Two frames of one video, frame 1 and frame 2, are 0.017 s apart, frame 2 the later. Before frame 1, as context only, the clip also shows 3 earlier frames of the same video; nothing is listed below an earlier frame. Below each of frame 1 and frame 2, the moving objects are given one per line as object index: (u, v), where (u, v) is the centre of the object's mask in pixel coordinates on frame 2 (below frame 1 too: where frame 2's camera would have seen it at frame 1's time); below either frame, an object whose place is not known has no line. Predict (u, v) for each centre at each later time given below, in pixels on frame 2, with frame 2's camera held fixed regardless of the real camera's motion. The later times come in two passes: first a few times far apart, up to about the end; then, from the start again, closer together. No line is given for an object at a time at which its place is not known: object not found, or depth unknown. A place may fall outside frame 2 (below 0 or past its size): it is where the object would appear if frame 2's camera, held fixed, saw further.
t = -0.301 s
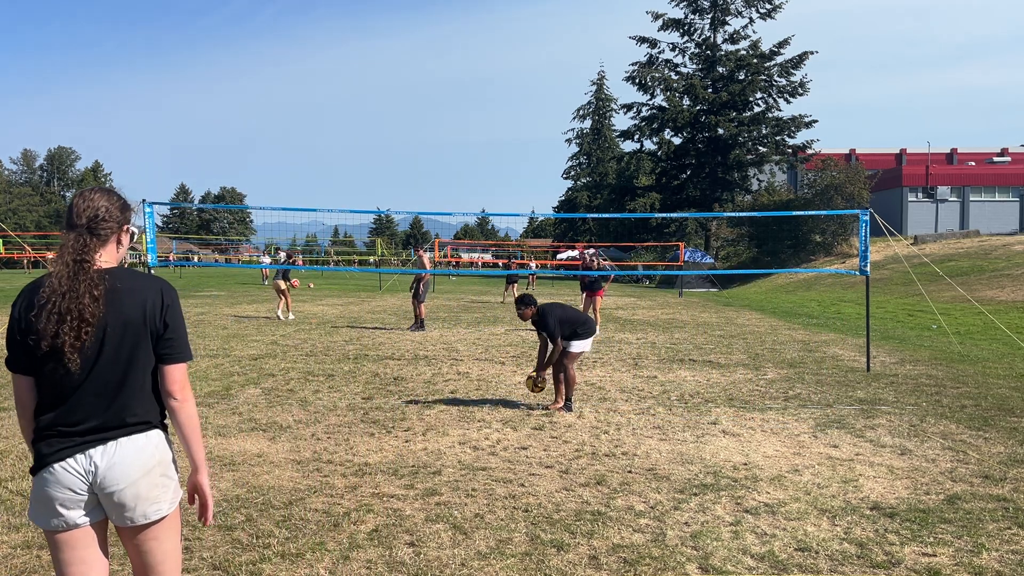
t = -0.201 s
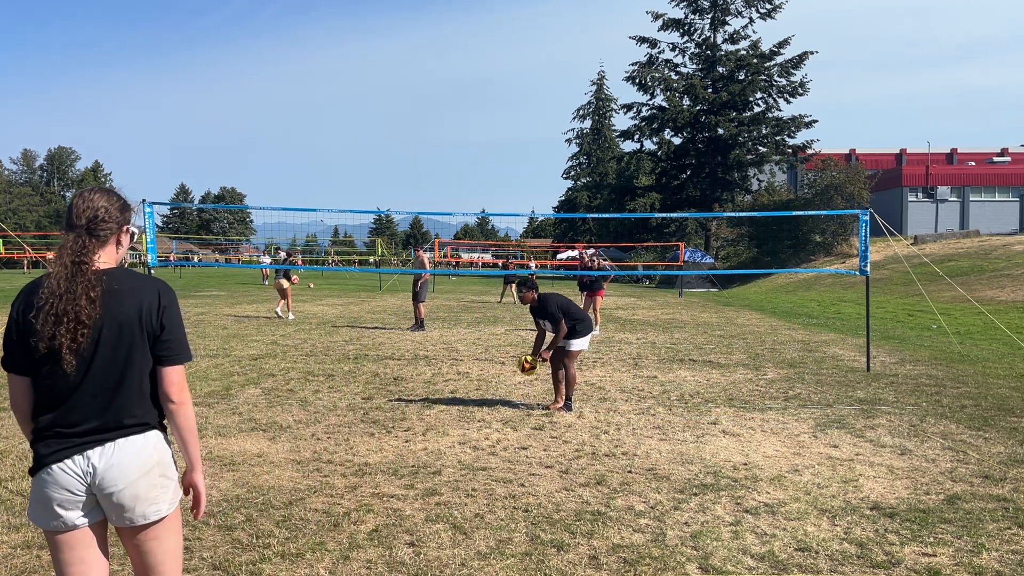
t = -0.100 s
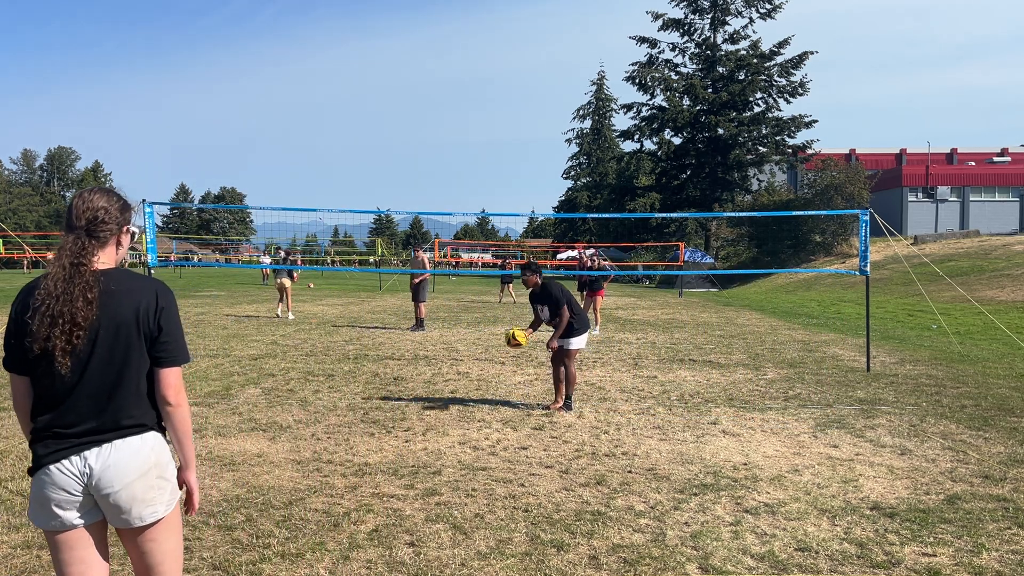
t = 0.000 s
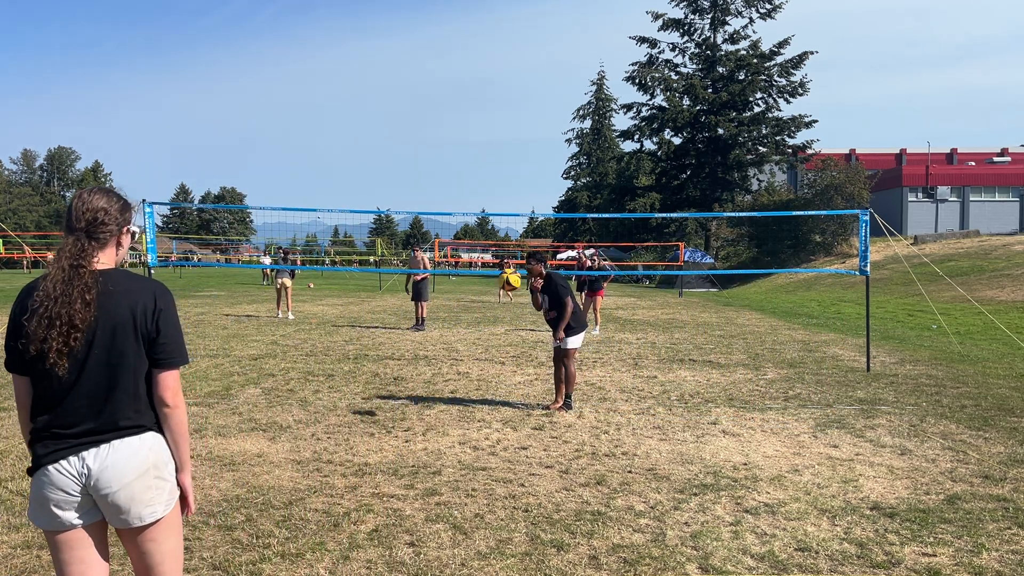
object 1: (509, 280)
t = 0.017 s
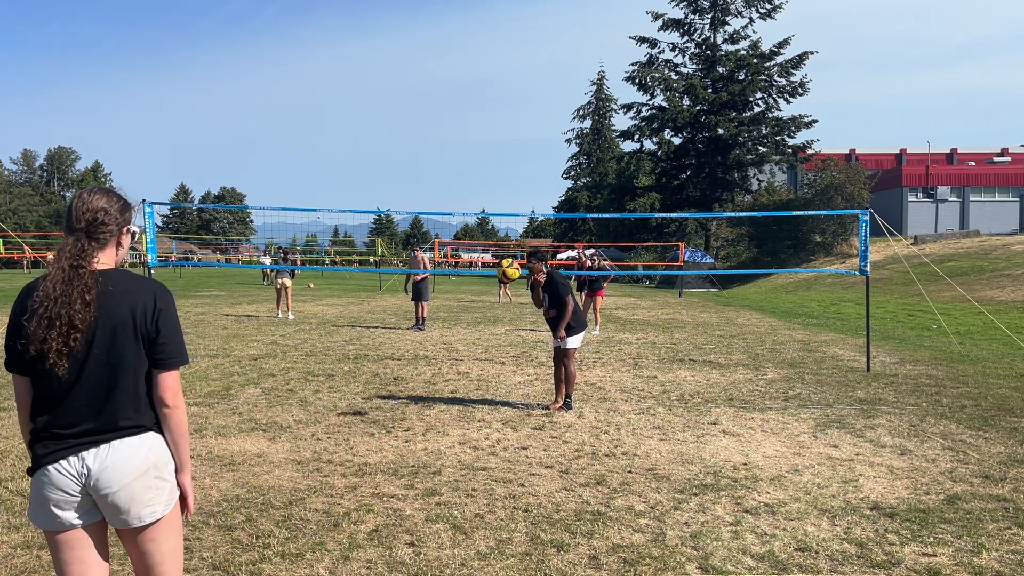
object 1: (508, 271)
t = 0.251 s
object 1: (491, 146)
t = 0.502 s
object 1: (461, 50)
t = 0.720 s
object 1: (420, 29)
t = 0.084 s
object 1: (504, 233)
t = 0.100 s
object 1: (503, 224)
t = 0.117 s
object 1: (502, 214)
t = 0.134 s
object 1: (500, 205)
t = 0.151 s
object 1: (499, 197)
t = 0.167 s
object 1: (498, 188)
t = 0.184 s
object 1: (497, 179)
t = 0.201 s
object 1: (495, 171)
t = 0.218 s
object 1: (494, 163)
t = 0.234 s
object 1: (492, 154)
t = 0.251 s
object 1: (491, 146)
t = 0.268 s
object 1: (489, 138)
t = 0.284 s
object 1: (488, 130)
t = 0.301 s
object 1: (486, 122)
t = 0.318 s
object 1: (484, 115)
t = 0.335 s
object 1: (483, 108)
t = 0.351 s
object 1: (481, 101)
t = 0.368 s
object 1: (479, 94)
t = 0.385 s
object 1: (477, 88)
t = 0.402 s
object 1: (475, 82)
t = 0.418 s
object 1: (472, 76)
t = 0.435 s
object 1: (470, 70)
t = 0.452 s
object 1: (468, 65)
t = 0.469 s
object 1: (466, 59)
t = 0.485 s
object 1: (463, 55)
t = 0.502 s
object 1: (461, 50)
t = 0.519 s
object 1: (459, 45)
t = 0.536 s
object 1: (456, 42)
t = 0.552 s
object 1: (453, 38)
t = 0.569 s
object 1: (451, 35)
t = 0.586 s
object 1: (447, 32)
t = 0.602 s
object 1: (444, 30)
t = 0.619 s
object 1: (441, 28)
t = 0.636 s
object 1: (438, 27)
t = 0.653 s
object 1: (435, 26)
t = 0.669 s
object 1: (431, 26)
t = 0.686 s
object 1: (427, 26)
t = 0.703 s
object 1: (424, 27)
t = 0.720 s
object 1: (420, 29)
